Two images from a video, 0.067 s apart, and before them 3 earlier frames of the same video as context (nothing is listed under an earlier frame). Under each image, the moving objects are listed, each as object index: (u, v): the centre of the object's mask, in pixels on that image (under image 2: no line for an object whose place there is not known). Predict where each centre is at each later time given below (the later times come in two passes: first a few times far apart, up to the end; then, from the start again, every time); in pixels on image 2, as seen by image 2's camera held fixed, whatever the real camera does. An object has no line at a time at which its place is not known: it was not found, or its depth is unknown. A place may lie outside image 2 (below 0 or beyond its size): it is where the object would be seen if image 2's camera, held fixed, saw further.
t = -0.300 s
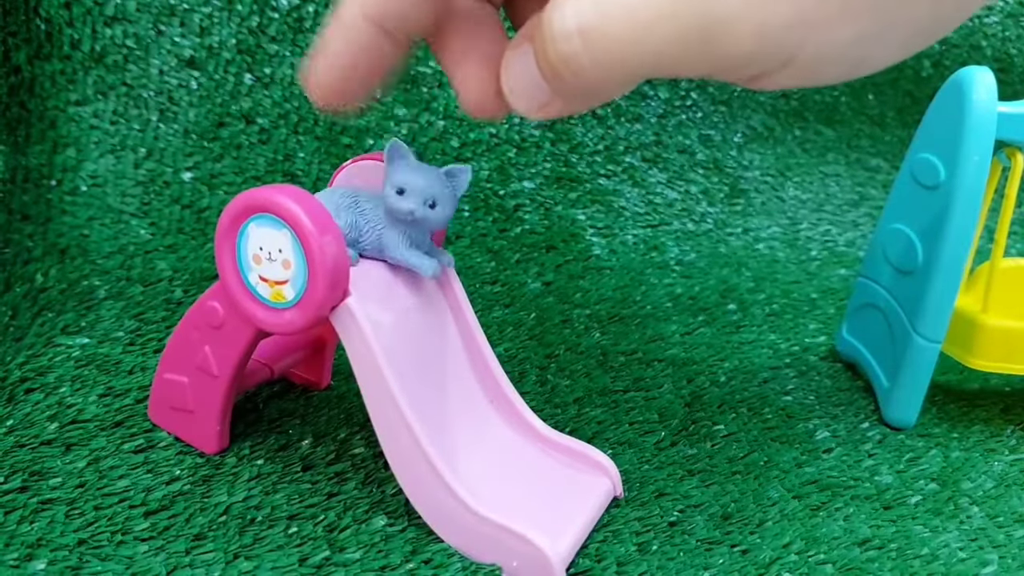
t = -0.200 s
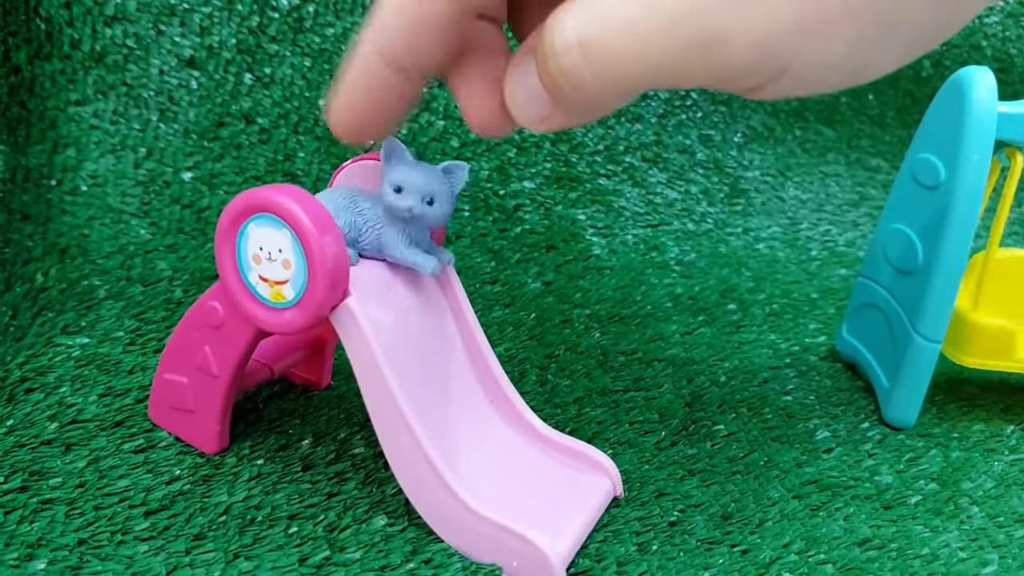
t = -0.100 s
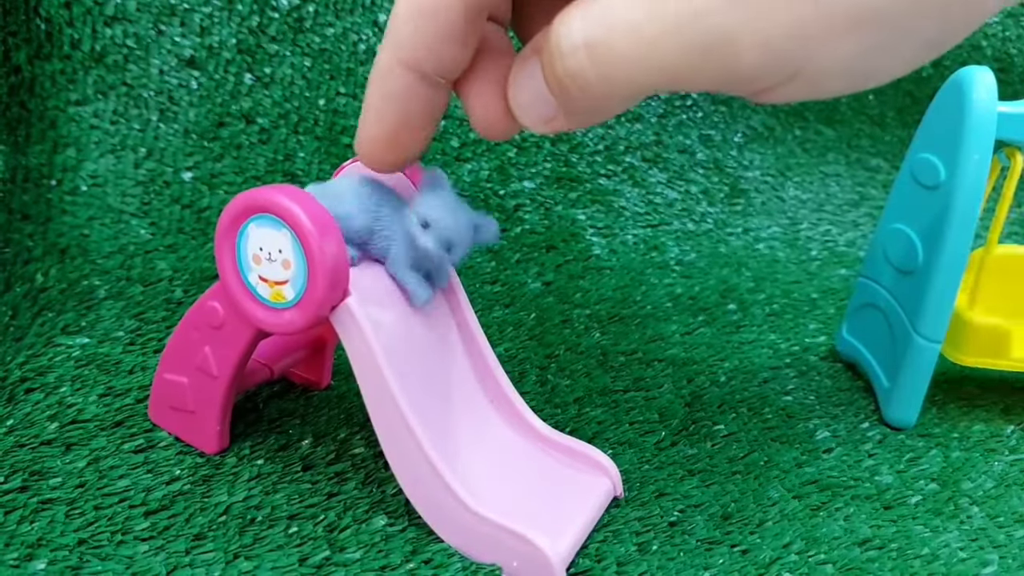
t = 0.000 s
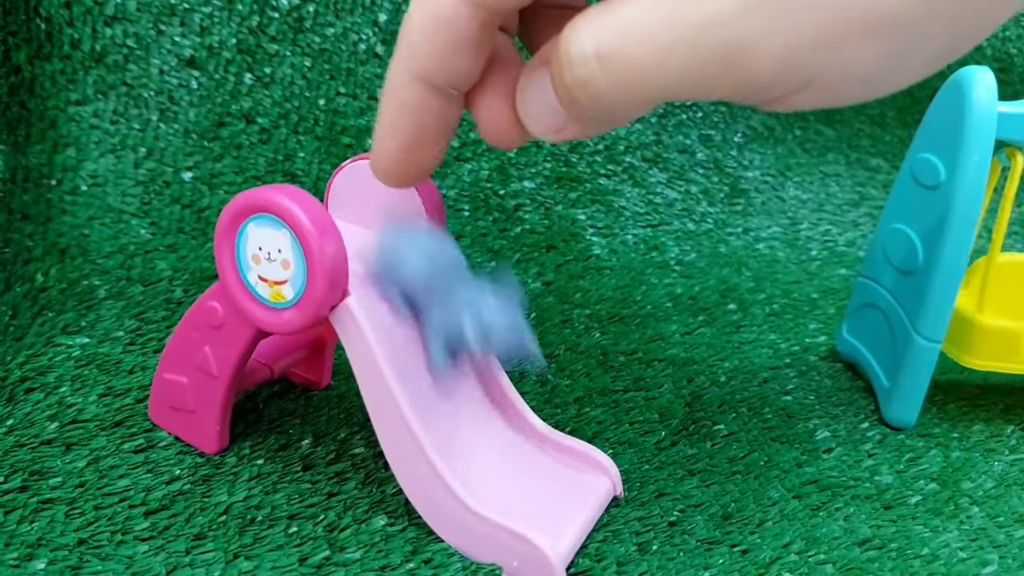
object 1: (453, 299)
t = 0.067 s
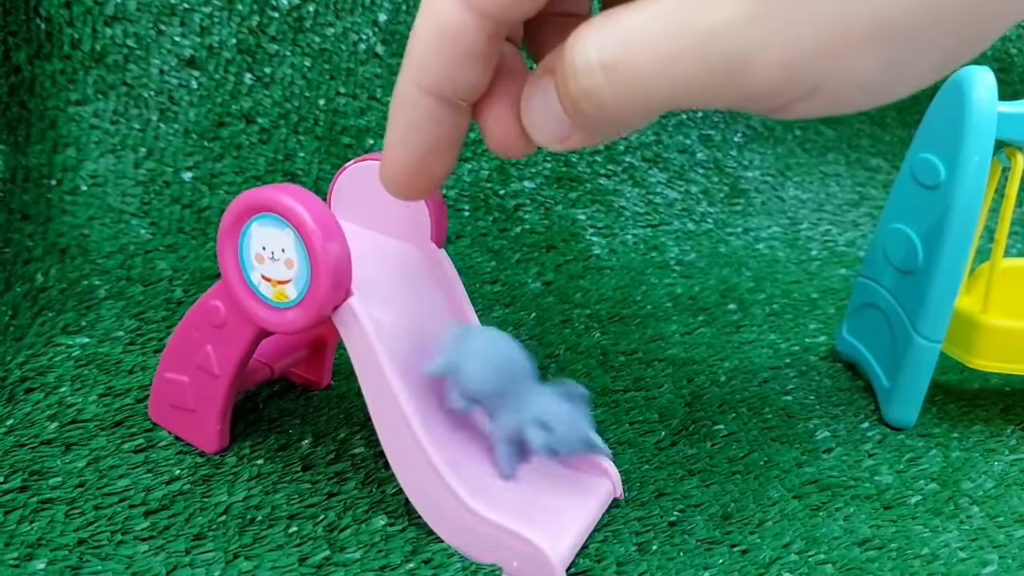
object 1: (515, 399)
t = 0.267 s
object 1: (635, 537)
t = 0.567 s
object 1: (628, 543)
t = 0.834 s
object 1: (628, 543)
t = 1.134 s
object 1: (628, 543)
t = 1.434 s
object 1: (628, 543)
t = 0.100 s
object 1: (540, 409)
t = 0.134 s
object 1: (570, 429)
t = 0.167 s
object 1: (603, 452)
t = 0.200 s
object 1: (631, 484)
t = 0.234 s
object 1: (642, 509)
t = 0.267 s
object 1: (635, 537)
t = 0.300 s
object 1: (637, 540)
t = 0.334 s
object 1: (645, 541)
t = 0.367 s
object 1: (640, 540)
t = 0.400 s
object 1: (628, 544)
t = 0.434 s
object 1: (623, 544)
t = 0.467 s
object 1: (625, 544)
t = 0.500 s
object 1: (629, 543)
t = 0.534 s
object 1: (628, 543)
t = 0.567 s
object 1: (628, 543)
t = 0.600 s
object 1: (628, 543)
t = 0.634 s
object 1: (628, 543)
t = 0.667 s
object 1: (628, 543)
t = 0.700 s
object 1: (628, 543)
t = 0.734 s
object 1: (628, 543)
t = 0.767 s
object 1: (628, 543)
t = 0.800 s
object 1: (628, 543)
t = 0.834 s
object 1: (628, 543)
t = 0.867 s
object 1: (628, 543)
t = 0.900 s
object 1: (628, 543)
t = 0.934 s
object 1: (628, 543)
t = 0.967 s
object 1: (628, 543)
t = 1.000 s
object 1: (628, 543)
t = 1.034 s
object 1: (628, 543)
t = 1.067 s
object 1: (628, 543)
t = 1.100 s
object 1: (628, 543)
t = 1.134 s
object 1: (628, 543)
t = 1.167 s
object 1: (628, 543)
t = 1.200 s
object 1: (628, 543)
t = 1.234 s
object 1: (628, 543)
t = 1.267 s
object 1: (628, 543)
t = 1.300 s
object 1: (628, 543)
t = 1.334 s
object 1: (628, 543)
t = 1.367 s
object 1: (628, 543)
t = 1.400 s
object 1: (628, 543)
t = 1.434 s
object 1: (628, 543)
